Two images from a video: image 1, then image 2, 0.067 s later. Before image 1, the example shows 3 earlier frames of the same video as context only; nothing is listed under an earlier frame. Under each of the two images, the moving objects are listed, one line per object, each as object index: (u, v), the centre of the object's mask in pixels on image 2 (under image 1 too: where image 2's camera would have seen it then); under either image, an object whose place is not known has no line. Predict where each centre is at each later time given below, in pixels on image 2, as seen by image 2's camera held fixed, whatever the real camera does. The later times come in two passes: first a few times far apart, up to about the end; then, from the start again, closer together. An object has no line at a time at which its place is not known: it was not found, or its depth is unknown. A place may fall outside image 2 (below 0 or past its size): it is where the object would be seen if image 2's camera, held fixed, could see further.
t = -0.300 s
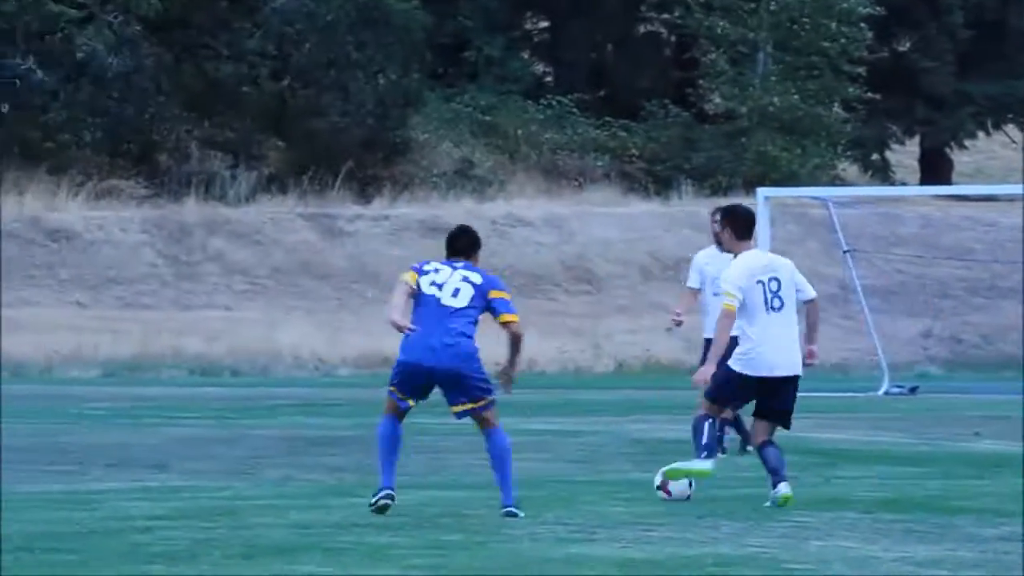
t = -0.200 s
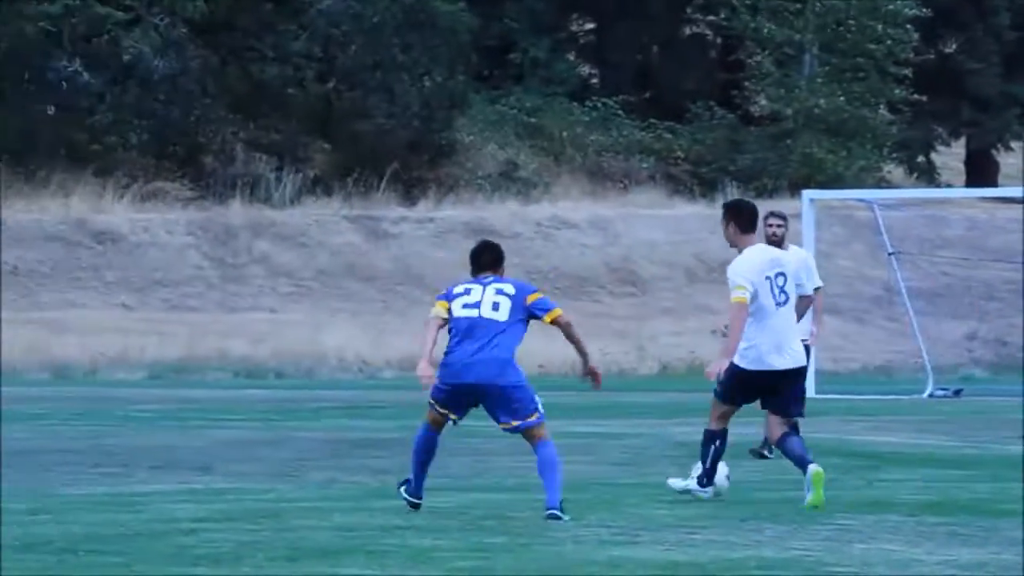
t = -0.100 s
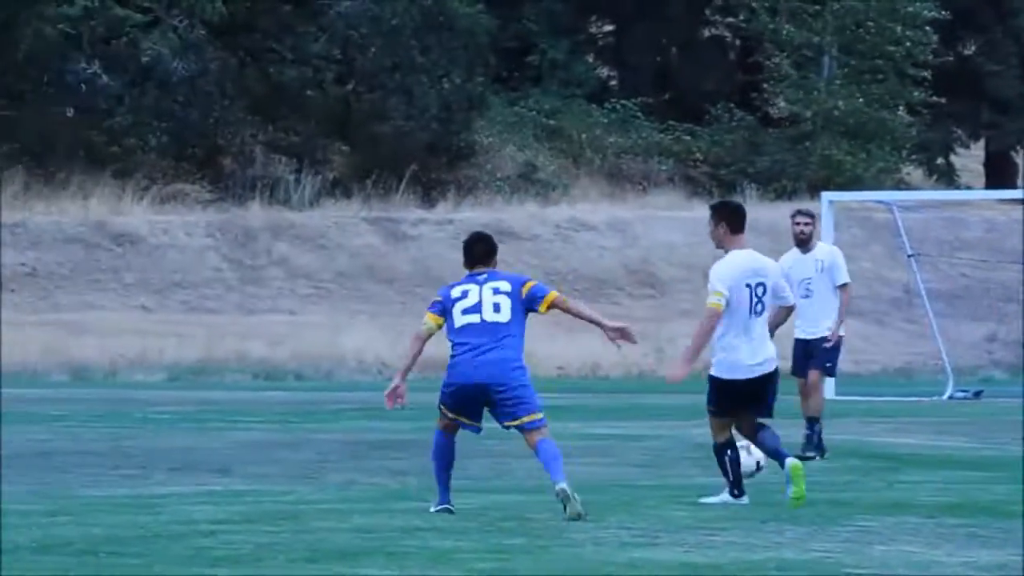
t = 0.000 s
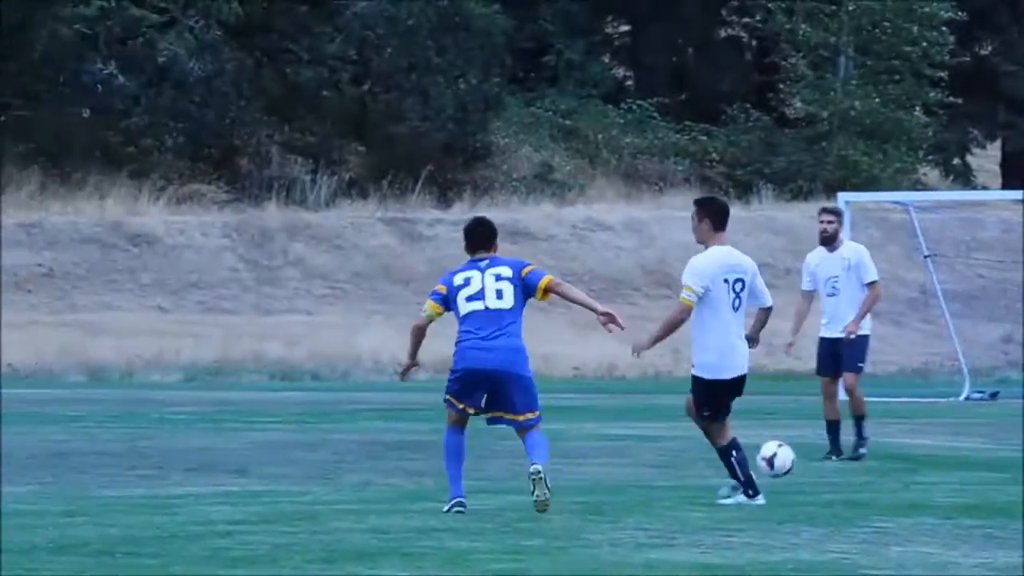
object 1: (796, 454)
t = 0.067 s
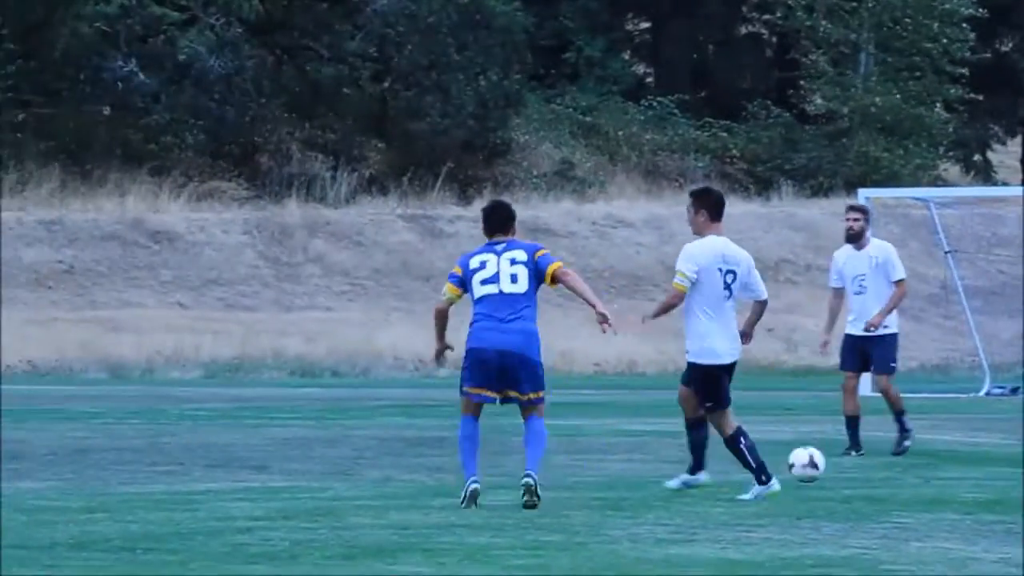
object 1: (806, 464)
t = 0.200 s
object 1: (820, 460)
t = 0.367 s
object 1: (832, 462)
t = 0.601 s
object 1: (852, 456)
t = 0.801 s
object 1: (869, 451)
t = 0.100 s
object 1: (811, 469)
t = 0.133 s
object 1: (814, 467)
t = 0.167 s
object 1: (818, 463)
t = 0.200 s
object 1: (820, 460)
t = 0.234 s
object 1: (822, 458)
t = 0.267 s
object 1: (824, 459)
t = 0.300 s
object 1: (826, 462)
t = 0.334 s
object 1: (829, 465)
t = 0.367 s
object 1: (832, 462)
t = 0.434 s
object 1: (838, 451)
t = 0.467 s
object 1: (842, 449)
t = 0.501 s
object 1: (844, 448)
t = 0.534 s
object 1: (846, 449)
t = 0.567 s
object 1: (850, 451)
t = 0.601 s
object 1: (852, 456)
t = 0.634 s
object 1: (855, 456)
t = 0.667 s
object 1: (858, 452)
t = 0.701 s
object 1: (861, 451)
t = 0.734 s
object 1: (864, 451)
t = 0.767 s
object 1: (866, 450)
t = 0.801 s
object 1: (869, 451)
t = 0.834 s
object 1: (872, 448)
